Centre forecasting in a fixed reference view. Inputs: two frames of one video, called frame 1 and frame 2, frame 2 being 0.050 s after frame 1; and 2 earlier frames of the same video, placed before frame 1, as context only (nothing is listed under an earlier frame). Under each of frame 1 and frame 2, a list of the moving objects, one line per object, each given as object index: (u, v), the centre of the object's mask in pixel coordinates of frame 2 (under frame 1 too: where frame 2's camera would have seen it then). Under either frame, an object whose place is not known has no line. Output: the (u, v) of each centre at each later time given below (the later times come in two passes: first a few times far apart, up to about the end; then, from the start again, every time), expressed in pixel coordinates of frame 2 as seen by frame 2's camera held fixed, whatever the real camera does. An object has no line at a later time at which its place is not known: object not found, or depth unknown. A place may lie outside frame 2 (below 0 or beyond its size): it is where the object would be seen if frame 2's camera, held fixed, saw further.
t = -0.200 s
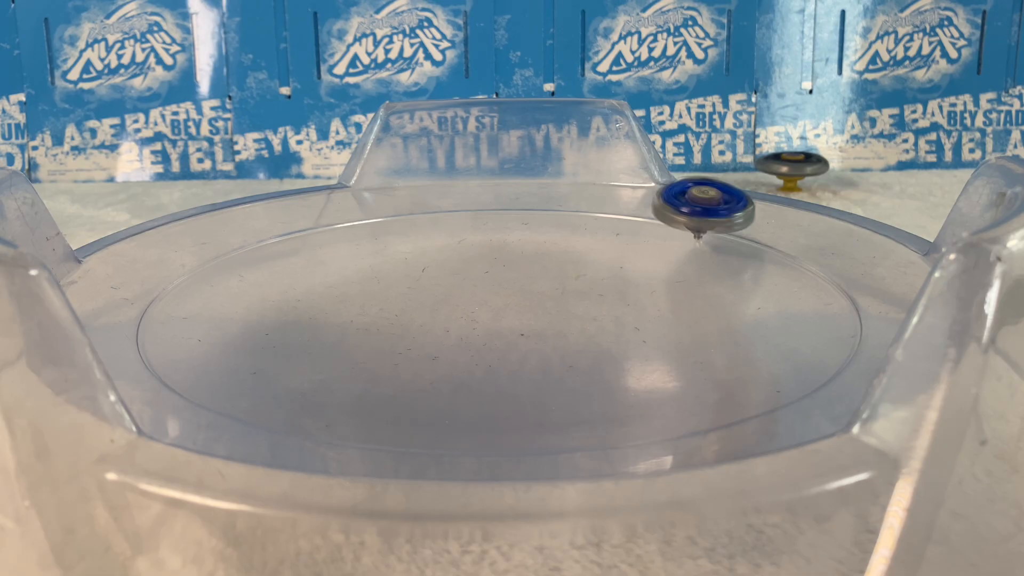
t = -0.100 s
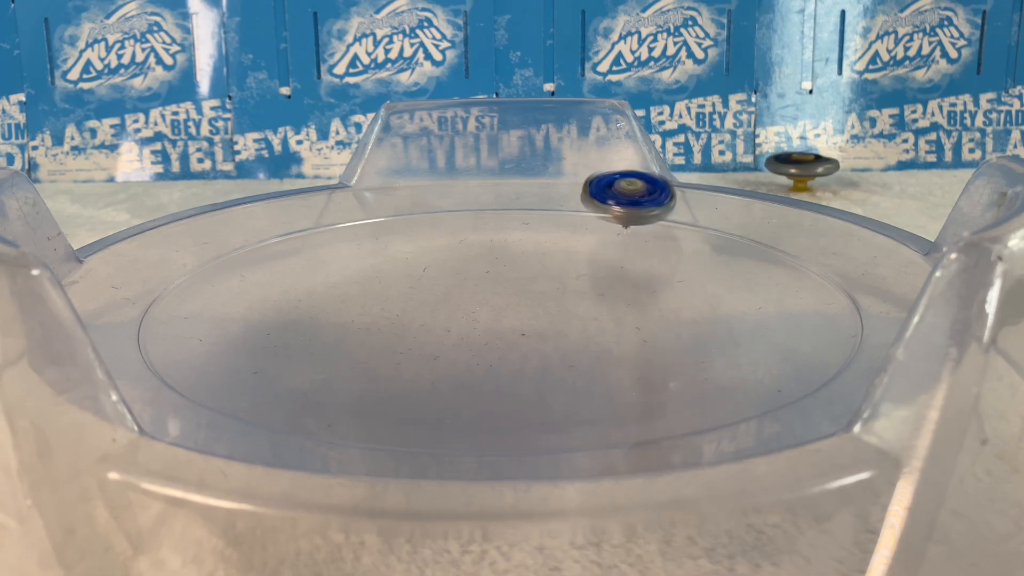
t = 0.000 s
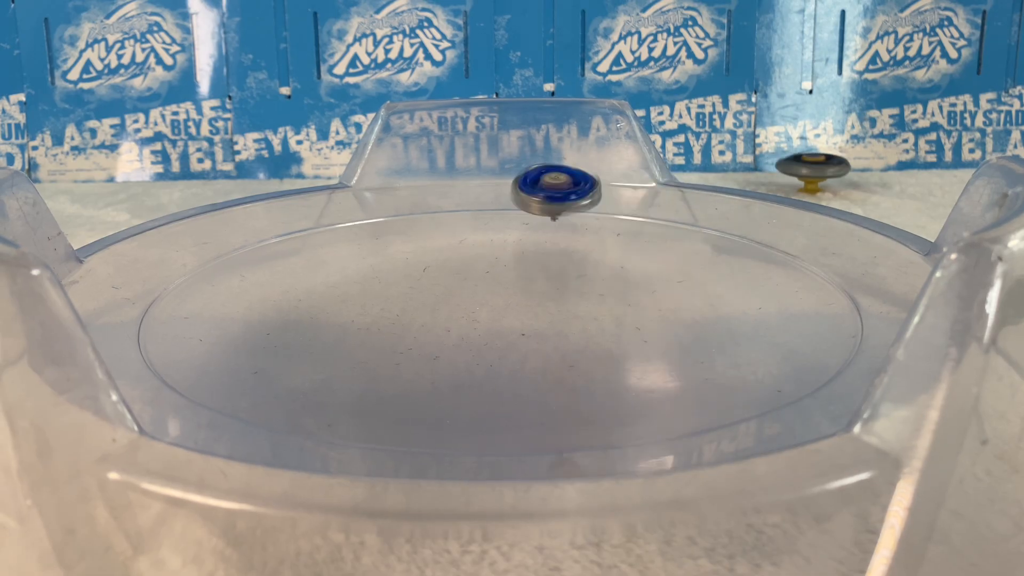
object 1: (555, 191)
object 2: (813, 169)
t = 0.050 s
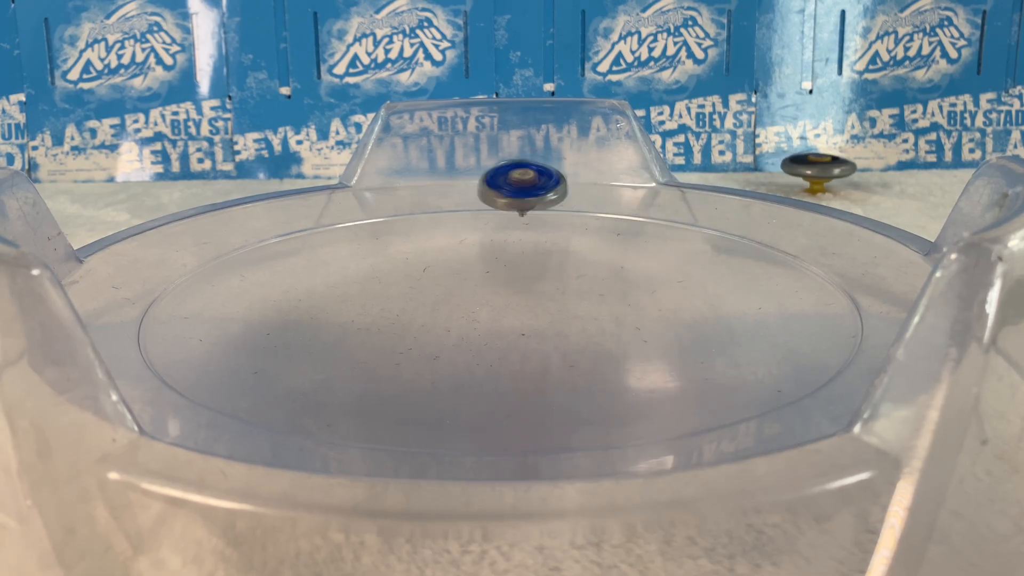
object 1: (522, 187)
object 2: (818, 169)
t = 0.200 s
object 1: (401, 217)
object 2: (831, 170)
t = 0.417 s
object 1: (494, 343)
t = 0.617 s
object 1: (852, 287)
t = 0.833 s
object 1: (732, 213)
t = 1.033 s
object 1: (529, 216)
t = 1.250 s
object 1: (391, 335)
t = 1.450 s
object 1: (709, 367)
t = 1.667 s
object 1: (879, 271)
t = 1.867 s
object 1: (676, 241)
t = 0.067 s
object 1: (509, 186)
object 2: (819, 169)
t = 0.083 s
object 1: (495, 187)
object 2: (821, 169)
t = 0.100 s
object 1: (480, 189)
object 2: (823, 170)
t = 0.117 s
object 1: (464, 191)
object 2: (825, 170)
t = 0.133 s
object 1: (449, 194)
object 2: (827, 170)
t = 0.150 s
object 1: (436, 198)
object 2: (828, 170)
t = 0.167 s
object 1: (423, 204)
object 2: (829, 170)
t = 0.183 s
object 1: (411, 210)
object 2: (830, 170)
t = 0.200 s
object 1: (401, 217)
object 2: (831, 170)
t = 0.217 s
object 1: (392, 226)
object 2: (832, 170)
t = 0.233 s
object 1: (384, 236)
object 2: (834, 170)
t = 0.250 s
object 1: (379, 247)
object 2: (835, 170)
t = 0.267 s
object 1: (376, 258)
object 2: (835, 170)
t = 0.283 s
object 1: (375, 270)
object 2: (836, 170)
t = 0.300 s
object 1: (378, 281)
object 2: (837, 170)
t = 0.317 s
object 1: (385, 292)
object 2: (838, 170)
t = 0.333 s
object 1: (395, 304)
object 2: (840, 170)
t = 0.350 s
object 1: (407, 314)
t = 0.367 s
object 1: (425, 323)
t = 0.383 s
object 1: (445, 331)
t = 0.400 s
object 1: (467, 338)
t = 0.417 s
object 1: (494, 343)
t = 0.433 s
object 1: (523, 347)
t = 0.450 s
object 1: (551, 348)
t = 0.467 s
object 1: (586, 348)
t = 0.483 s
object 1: (619, 348)
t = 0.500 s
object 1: (650, 344)
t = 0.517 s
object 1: (687, 339)
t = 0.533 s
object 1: (719, 333)
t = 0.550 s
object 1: (750, 326)
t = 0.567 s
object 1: (780, 317)
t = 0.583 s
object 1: (806, 308)
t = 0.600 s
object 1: (832, 298)
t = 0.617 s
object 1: (852, 287)
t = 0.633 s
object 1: (857, 272)
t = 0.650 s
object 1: (856, 264)
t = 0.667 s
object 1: (852, 262)
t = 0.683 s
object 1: (839, 260)
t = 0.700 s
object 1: (825, 254)
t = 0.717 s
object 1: (810, 248)
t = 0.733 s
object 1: (798, 243)
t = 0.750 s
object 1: (786, 237)
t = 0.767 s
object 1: (773, 232)
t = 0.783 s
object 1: (763, 228)
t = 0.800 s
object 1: (752, 222)
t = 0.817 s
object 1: (742, 218)
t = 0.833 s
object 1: (732, 213)
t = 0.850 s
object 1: (721, 209)
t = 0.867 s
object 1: (710, 205)
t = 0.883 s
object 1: (696, 202)
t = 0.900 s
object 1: (680, 199)
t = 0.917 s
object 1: (662, 198)
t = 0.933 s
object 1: (643, 197)
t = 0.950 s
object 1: (624, 198)
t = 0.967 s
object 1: (605, 199)
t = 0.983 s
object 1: (586, 202)
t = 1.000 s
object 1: (567, 206)
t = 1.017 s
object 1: (548, 210)
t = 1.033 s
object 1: (529, 216)
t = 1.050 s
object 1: (509, 223)
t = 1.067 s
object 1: (490, 230)
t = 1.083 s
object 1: (472, 239)
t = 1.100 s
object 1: (455, 248)
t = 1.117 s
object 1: (439, 257)
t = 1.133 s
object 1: (425, 266)
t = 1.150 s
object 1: (412, 276)
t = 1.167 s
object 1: (403, 286)
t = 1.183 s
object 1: (394, 296)
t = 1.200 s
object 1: (389, 306)
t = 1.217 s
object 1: (386, 316)
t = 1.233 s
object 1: (387, 326)
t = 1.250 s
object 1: (391, 335)
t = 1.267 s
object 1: (398, 343)
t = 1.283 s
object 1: (411, 351)
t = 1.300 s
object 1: (426, 359)
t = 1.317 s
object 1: (445, 365)
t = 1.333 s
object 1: (468, 370)
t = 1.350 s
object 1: (494, 373)
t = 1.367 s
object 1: (525, 376)
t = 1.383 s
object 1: (558, 377)
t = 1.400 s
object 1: (595, 378)
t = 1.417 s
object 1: (631, 378)
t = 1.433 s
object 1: (674, 376)
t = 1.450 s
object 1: (709, 367)
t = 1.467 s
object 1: (739, 356)
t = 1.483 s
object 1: (764, 354)
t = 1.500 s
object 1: (790, 345)
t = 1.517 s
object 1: (810, 337)
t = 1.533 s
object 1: (829, 328)
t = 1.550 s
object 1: (842, 321)
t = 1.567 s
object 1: (855, 312)
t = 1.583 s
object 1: (866, 304)
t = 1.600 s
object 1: (876, 295)
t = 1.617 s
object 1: (877, 291)
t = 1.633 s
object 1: (879, 283)
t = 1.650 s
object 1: (879, 278)
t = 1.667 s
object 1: (879, 271)
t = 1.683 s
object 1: (876, 266)
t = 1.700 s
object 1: (873, 260)
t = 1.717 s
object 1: (862, 254)
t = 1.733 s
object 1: (850, 250)
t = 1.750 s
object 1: (835, 247)
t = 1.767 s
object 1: (819, 248)
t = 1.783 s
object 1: (798, 245)
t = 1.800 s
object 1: (776, 243)
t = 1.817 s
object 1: (752, 241)
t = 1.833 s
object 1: (728, 240)
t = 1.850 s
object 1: (703, 240)
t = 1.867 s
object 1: (676, 241)
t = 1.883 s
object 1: (650, 242)
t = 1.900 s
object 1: (623, 244)
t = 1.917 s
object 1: (595, 245)
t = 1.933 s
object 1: (569, 247)
